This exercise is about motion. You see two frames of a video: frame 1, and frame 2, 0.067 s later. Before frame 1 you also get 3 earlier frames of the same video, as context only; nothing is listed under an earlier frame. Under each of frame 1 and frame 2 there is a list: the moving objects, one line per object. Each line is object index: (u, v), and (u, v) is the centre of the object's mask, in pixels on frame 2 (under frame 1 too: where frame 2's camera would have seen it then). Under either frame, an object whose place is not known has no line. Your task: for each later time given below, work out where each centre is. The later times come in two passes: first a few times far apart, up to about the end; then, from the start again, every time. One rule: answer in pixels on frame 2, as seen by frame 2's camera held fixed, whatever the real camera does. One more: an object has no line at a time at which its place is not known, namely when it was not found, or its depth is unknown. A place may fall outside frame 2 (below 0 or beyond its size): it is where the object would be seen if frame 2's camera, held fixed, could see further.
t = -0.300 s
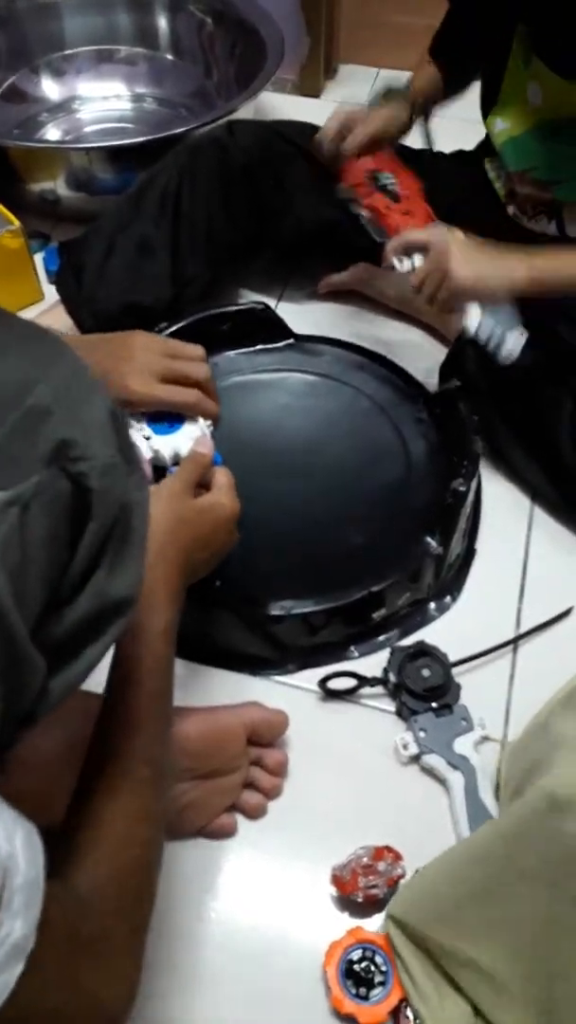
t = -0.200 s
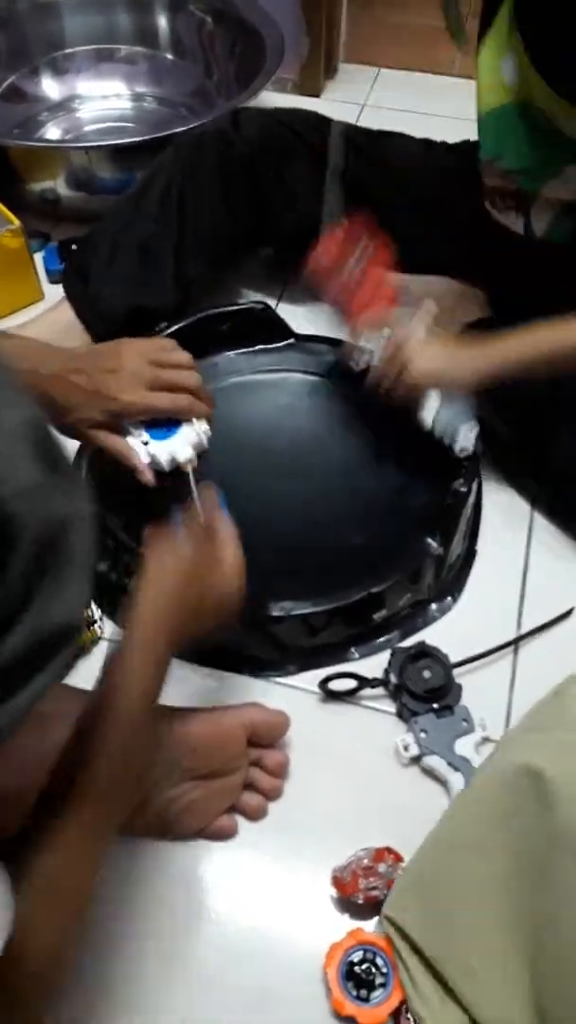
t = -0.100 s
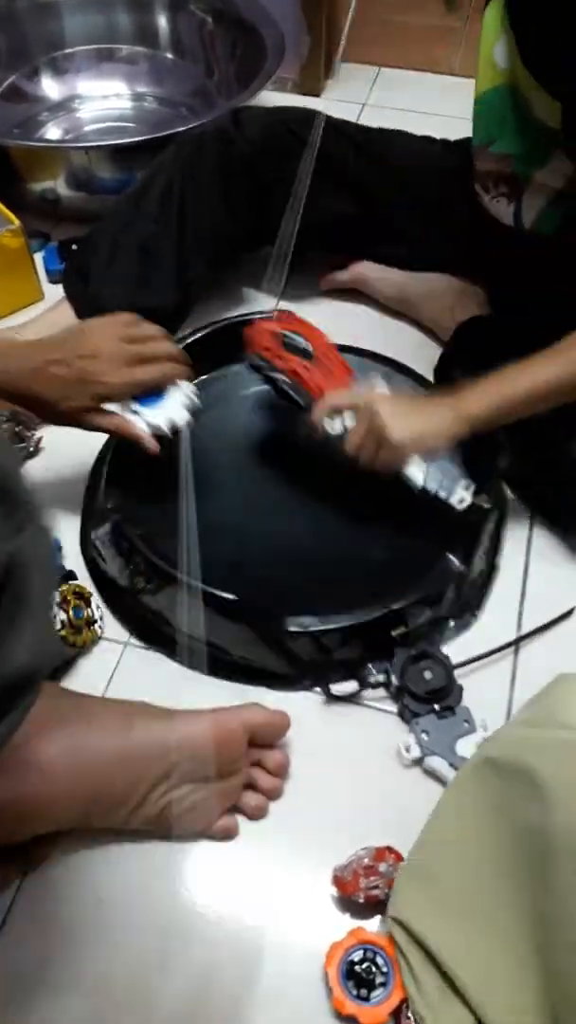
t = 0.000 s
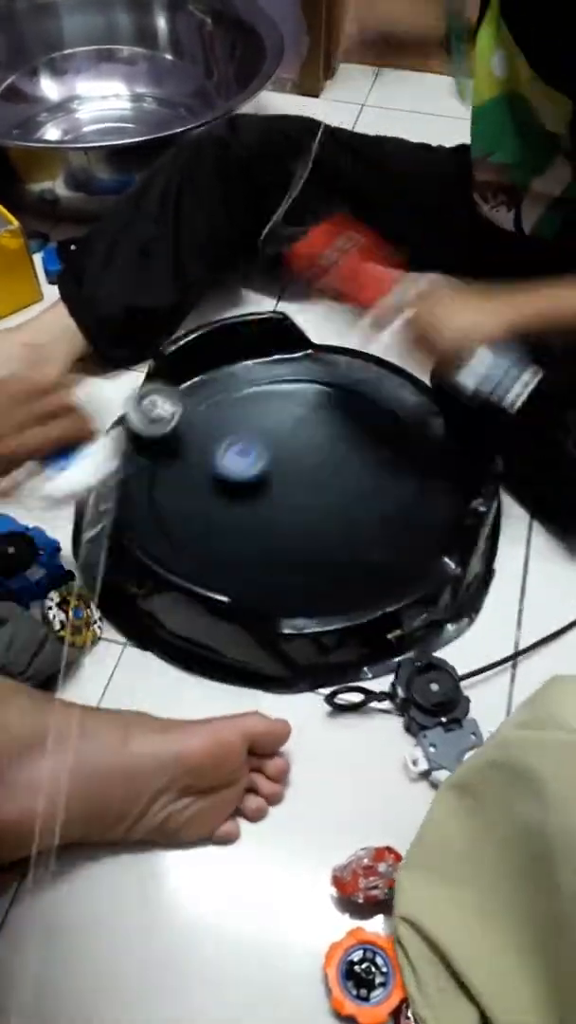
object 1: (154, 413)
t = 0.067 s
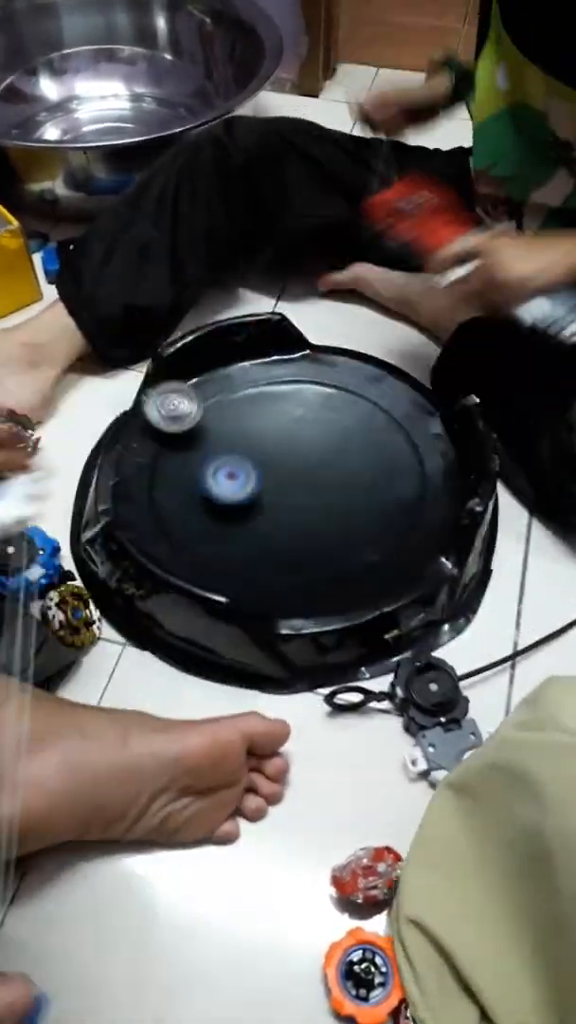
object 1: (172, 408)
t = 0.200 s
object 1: (235, 395)
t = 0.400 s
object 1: (304, 419)
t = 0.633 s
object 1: (283, 503)
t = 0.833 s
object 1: (216, 522)
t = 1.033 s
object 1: (254, 575)
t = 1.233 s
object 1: (383, 693)
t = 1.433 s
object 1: (349, 707)
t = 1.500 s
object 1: (331, 707)
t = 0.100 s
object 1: (187, 402)
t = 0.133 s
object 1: (203, 400)
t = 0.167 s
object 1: (219, 400)
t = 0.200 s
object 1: (235, 395)
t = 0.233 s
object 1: (251, 395)
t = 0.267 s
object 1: (265, 395)
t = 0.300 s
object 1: (279, 398)
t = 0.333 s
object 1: (290, 403)
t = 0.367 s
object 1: (298, 411)
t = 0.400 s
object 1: (304, 419)
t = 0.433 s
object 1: (307, 431)
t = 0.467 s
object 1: (307, 444)
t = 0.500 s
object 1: (306, 457)
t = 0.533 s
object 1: (304, 470)
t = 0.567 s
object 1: (299, 481)
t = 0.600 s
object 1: (292, 493)
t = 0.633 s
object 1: (283, 503)
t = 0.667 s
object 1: (272, 513)
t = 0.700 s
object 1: (261, 521)
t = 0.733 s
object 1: (249, 522)
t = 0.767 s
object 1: (238, 526)
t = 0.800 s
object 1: (228, 526)
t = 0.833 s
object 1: (216, 522)
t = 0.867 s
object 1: (205, 518)
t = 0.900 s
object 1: (196, 512)
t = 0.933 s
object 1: (188, 505)
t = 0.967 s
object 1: (204, 528)
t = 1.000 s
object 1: (230, 554)
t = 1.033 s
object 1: (254, 575)
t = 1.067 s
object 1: (280, 593)
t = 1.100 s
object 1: (304, 612)
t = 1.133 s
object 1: (331, 637)
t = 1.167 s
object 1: (353, 663)
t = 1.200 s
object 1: (382, 685)
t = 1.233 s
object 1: (383, 693)
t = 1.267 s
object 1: (381, 702)
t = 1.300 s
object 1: (383, 706)
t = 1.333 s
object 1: (377, 711)
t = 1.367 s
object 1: (368, 715)
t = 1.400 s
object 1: (359, 714)
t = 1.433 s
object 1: (349, 707)
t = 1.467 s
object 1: (339, 704)
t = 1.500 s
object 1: (331, 707)
